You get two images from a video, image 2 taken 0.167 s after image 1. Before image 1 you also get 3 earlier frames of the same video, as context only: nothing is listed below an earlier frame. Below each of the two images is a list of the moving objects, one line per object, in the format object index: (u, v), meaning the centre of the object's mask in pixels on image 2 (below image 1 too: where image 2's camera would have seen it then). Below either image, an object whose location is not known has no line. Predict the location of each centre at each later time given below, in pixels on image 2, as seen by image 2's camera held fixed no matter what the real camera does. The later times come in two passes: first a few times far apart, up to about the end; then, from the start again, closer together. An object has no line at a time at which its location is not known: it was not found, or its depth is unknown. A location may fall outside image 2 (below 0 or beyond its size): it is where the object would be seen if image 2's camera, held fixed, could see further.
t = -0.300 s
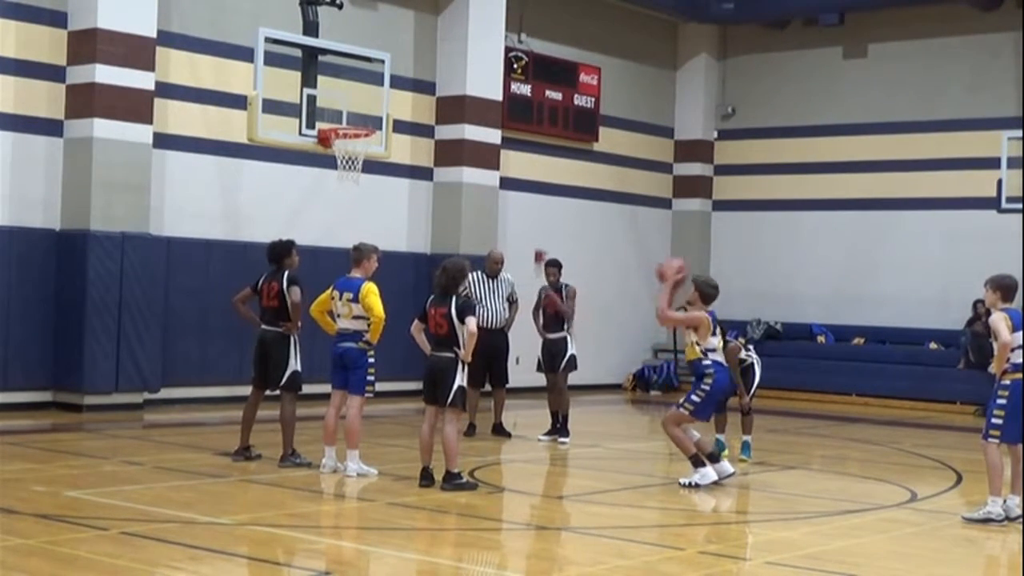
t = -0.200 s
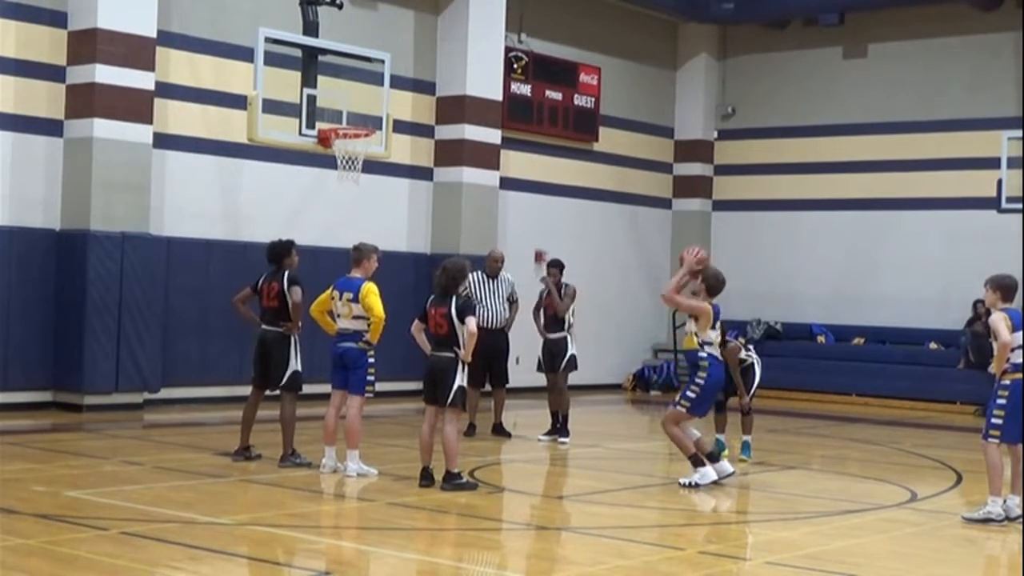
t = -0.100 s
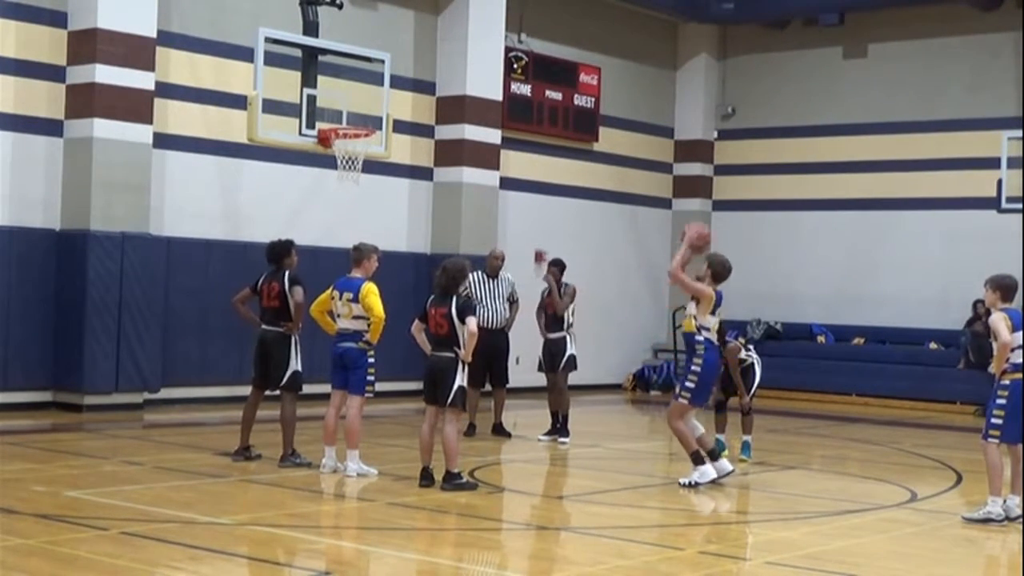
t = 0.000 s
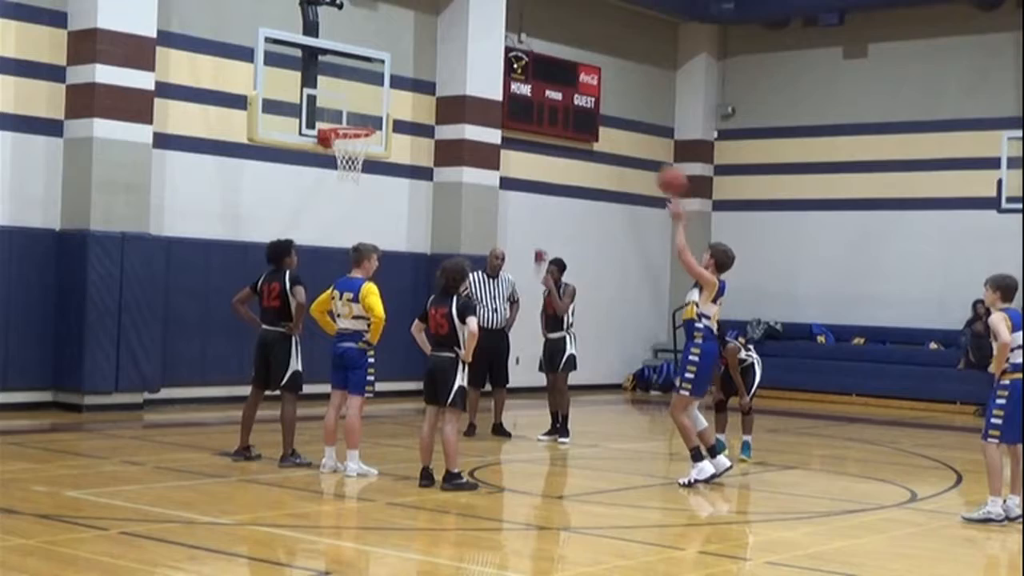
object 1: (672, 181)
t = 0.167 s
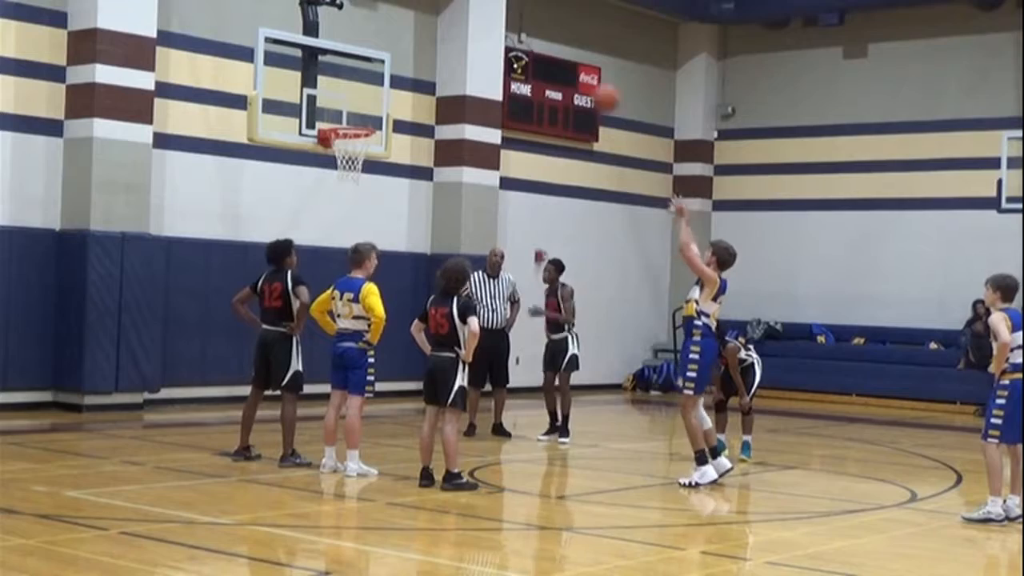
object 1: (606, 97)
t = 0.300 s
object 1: (555, 62)
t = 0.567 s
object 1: (461, 41)
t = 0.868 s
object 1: (364, 104)
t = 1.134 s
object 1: (373, 181)
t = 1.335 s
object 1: (395, 243)
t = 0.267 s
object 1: (567, 69)
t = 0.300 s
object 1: (555, 62)
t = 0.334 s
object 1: (543, 53)
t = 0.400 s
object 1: (519, 42)
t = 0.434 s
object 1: (507, 40)
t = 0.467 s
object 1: (496, 39)
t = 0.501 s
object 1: (484, 38)
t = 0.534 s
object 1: (473, 39)
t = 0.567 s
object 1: (461, 41)
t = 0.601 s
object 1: (450, 44)
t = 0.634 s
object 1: (439, 48)
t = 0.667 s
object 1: (428, 53)
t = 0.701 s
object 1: (417, 61)
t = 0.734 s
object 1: (406, 67)
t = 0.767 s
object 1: (397, 75)
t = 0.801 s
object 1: (385, 83)
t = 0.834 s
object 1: (375, 93)
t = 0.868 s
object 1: (364, 104)
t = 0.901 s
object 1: (355, 116)
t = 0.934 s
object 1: (344, 129)
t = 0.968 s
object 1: (346, 142)
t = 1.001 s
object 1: (354, 151)
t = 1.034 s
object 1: (360, 164)
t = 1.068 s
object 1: (366, 169)
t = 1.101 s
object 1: (369, 175)
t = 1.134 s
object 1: (373, 181)
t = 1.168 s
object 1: (376, 189)
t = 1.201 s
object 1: (380, 198)
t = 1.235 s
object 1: (384, 207)
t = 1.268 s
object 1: (387, 218)
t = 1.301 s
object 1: (391, 230)
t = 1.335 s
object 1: (395, 243)
